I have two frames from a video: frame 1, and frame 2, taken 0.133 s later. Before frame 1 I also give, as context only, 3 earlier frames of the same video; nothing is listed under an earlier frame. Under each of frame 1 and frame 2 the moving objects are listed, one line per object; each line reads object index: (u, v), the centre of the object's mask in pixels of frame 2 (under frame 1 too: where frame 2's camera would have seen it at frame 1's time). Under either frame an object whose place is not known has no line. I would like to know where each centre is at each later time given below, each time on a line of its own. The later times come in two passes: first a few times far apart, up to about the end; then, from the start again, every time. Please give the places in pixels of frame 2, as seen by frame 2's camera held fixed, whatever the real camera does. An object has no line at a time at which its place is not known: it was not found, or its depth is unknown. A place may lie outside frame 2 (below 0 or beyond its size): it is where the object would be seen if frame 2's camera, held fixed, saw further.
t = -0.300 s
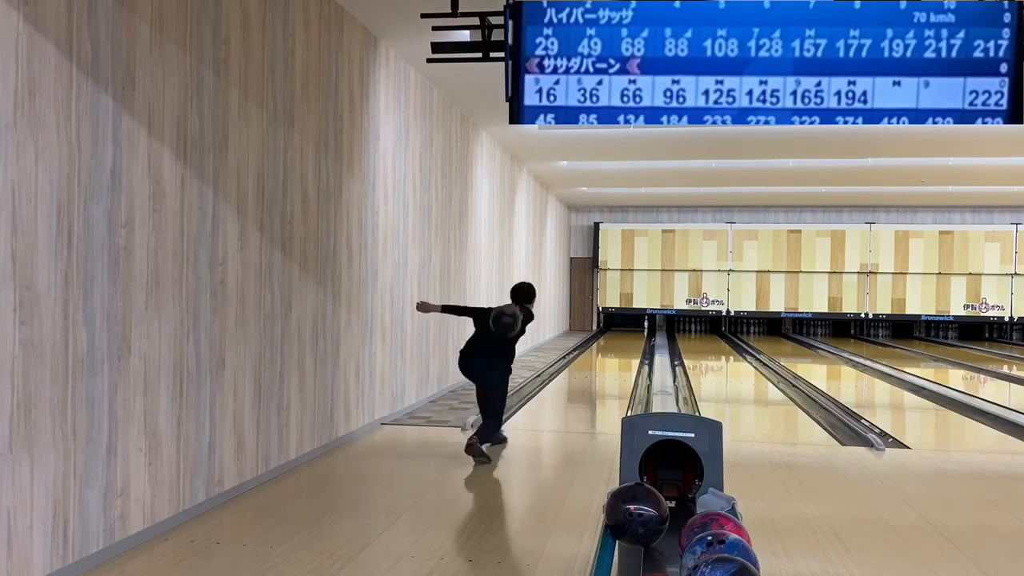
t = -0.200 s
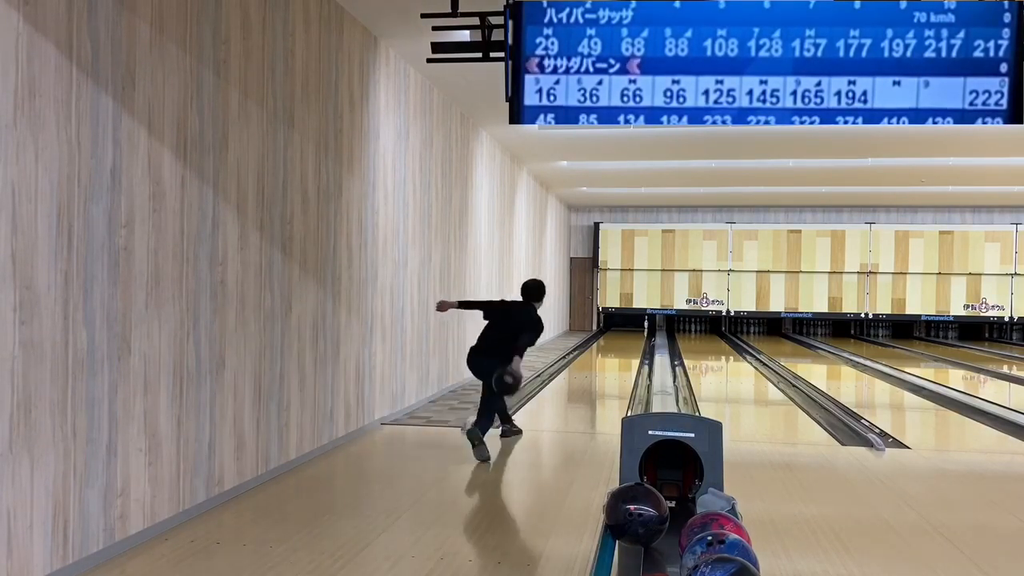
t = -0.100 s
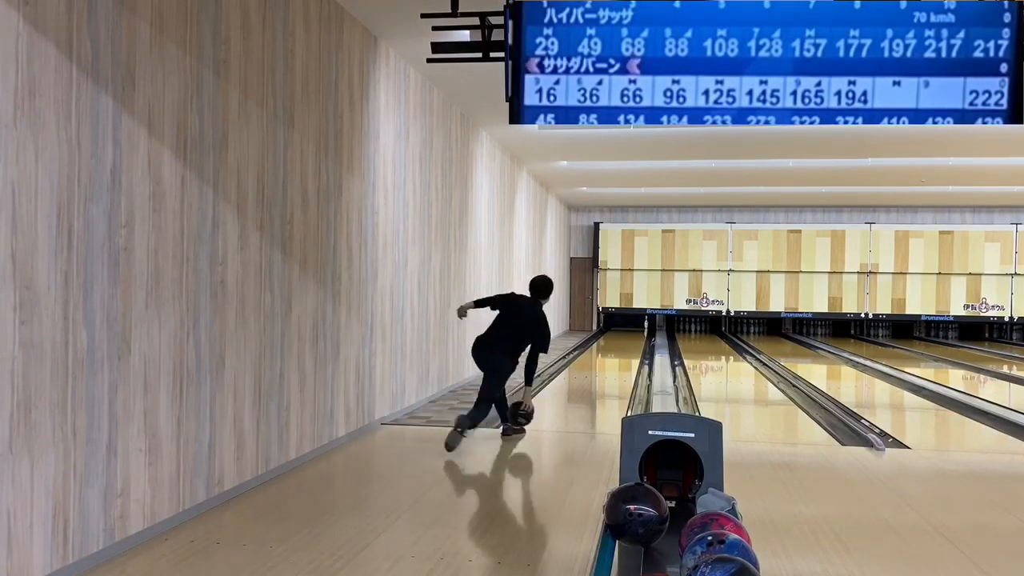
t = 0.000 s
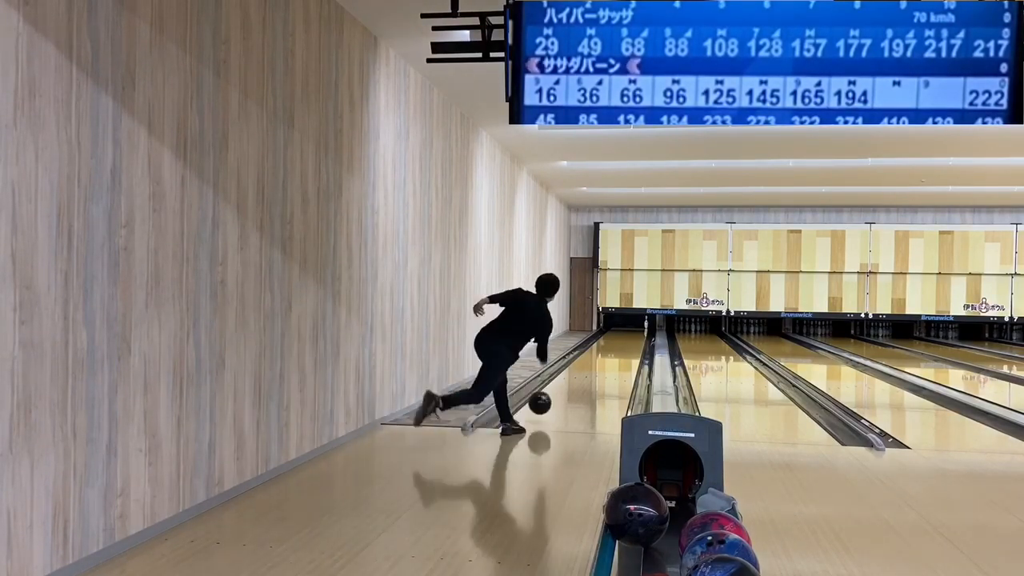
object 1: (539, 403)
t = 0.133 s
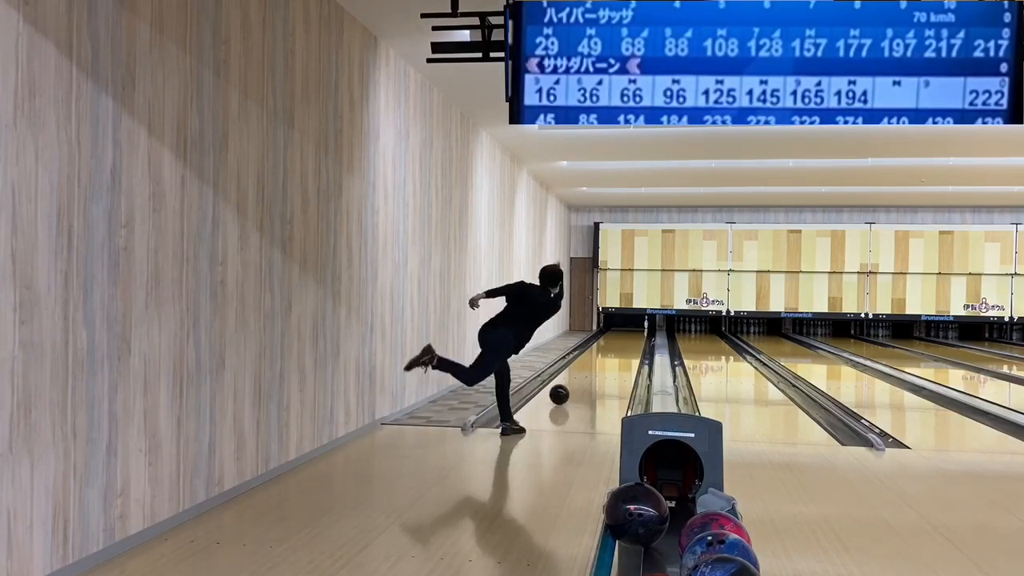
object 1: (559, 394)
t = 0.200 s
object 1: (567, 388)
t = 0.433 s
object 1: (588, 371)
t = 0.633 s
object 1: (602, 360)
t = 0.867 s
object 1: (613, 351)
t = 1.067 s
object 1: (621, 344)
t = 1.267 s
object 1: (627, 339)
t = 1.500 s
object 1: (633, 334)
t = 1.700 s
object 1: (637, 330)
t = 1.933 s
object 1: (640, 329)
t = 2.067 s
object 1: (642, 326)
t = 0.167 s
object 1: (563, 391)
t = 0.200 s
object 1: (567, 388)
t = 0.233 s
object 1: (571, 385)
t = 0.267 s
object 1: (574, 383)
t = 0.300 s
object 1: (577, 380)
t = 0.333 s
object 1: (580, 378)
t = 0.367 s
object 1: (583, 375)
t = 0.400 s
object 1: (586, 373)
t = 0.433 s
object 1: (588, 371)
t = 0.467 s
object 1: (591, 369)
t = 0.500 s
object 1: (593, 367)
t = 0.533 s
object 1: (596, 365)
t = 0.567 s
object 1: (598, 363)
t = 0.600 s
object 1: (600, 361)
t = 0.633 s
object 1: (602, 360)
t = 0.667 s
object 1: (604, 358)
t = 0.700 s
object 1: (605, 357)
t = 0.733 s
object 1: (607, 356)
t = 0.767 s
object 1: (609, 354)
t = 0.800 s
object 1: (610, 353)
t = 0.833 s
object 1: (612, 352)
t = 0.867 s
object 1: (613, 351)
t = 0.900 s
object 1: (615, 349)
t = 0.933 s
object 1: (616, 348)
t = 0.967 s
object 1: (618, 347)
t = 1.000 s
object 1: (619, 346)
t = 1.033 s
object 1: (620, 345)
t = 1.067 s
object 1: (621, 344)
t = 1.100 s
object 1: (622, 344)
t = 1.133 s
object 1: (623, 343)
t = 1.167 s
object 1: (624, 342)
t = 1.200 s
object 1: (625, 341)
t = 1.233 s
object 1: (626, 340)
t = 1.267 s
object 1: (627, 339)
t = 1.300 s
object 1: (628, 338)
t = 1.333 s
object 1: (629, 338)
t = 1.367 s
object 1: (630, 337)
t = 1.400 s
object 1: (631, 336)
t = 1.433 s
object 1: (632, 336)
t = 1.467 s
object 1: (632, 335)
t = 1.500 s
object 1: (633, 334)
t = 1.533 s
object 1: (634, 334)
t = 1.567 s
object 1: (635, 334)
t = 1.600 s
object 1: (635, 333)
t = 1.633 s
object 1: (636, 332)
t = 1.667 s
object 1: (637, 331)
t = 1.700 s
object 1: (637, 330)
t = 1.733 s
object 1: (637, 330)
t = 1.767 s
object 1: (638, 330)
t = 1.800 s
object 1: (639, 328)
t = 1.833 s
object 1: (639, 329)
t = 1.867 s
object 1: (640, 329)
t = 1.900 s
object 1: (640, 329)
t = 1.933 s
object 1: (640, 329)
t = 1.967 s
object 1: (640, 329)
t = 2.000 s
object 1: (641, 328)
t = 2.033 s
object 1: (642, 327)
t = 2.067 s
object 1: (642, 326)
